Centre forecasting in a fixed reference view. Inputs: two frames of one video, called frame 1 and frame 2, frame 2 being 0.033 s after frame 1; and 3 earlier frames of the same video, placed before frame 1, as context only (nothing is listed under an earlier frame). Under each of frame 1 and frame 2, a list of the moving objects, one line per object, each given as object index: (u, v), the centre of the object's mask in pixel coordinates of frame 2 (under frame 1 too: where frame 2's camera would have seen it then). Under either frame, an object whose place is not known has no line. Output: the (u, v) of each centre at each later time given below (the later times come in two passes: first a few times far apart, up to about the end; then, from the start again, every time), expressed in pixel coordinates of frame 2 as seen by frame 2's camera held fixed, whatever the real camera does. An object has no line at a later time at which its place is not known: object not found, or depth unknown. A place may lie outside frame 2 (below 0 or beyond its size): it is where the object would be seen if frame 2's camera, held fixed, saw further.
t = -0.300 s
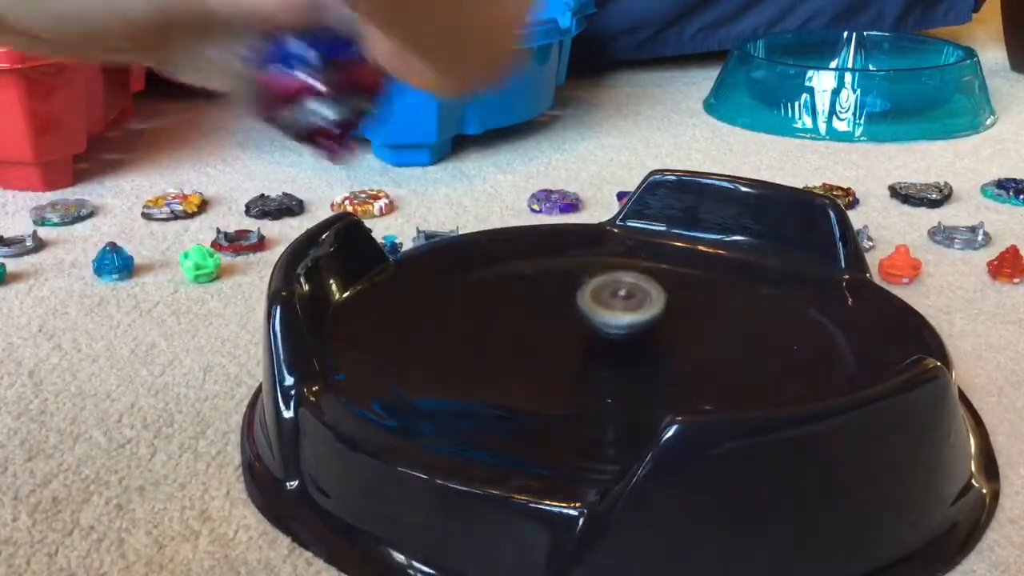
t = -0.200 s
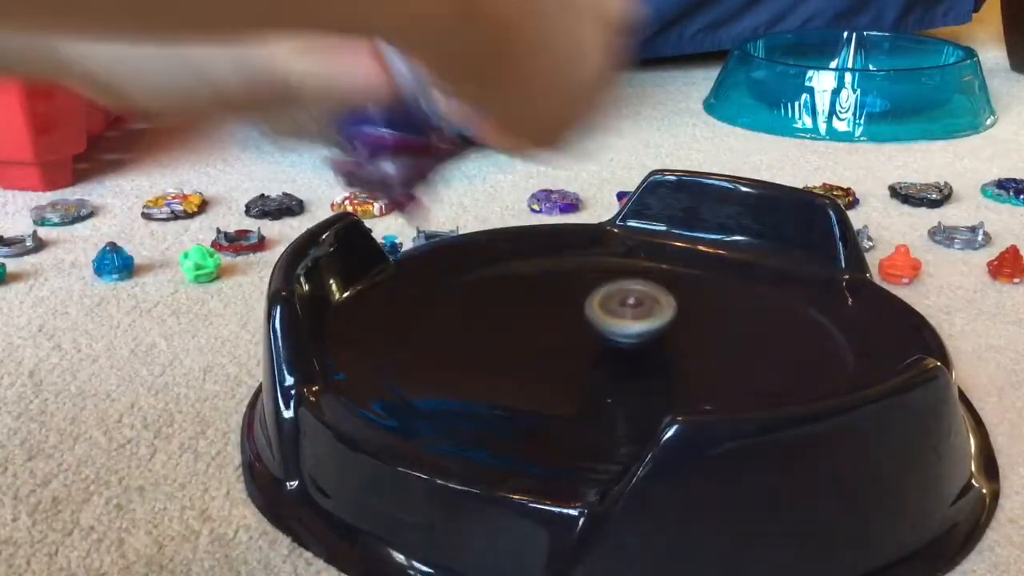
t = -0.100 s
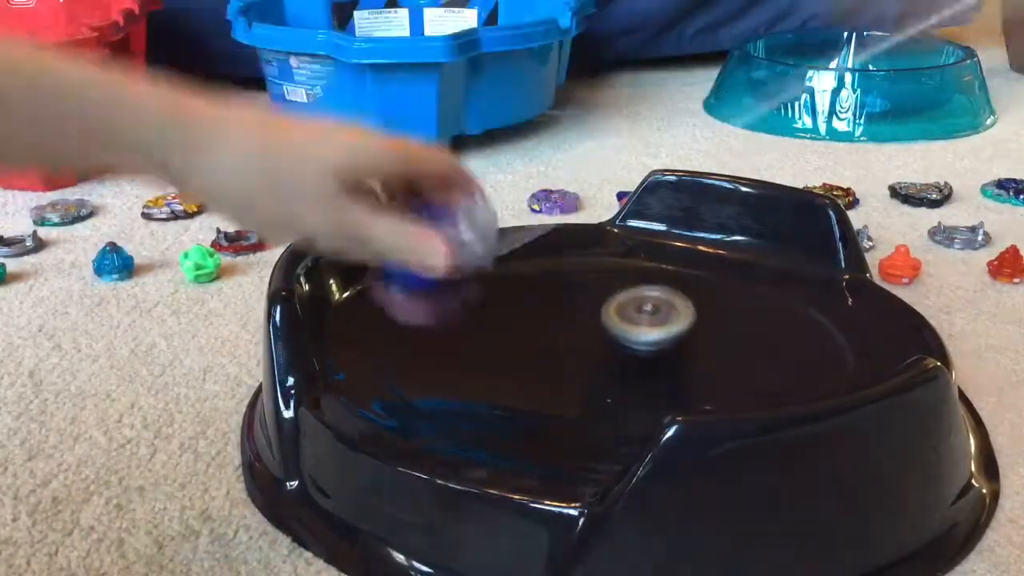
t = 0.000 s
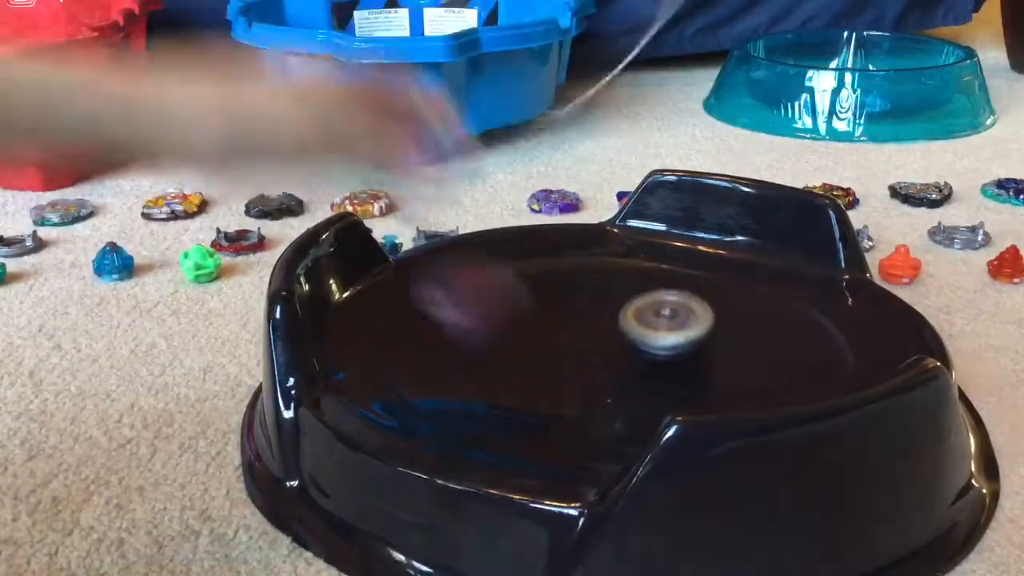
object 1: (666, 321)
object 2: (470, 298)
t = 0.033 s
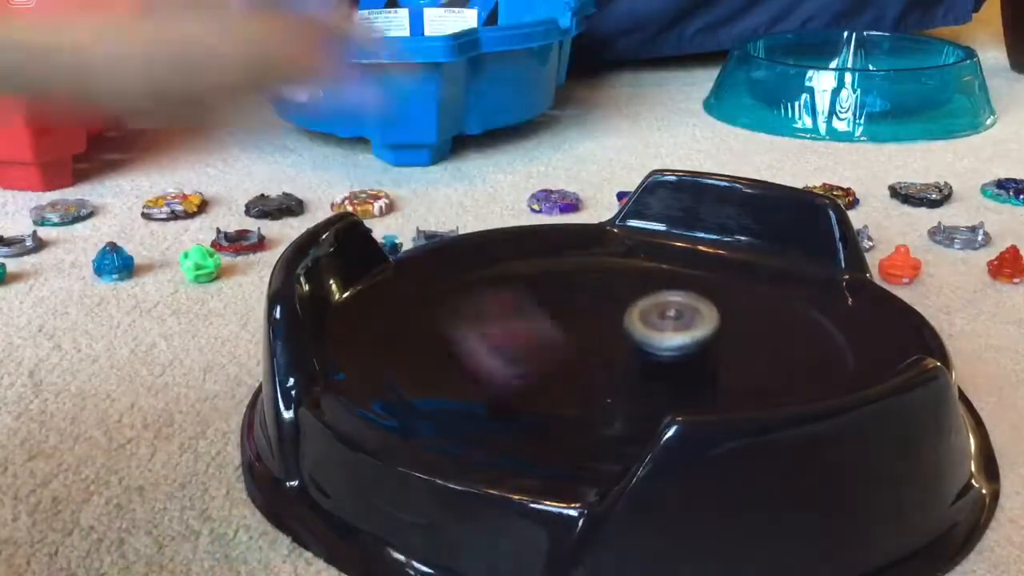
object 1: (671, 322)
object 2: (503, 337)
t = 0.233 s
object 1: (735, 303)
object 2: (641, 346)
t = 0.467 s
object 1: (716, 287)
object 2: (653, 336)
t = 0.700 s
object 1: (646, 304)
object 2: (627, 360)
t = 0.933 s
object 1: (619, 282)
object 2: (594, 388)
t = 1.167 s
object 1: (585, 313)
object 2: (521, 354)
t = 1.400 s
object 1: (648, 326)
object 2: (522, 339)
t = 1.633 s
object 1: (677, 323)
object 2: (577, 345)
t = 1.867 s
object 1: (684, 307)
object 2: (622, 349)
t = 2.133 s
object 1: (677, 284)
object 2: (584, 356)
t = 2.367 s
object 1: (666, 279)
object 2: (557, 360)
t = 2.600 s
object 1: (651, 281)
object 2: (542, 359)
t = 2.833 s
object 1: (647, 311)
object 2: (594, 353)
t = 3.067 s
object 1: (676, 302)
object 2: (646, 373)
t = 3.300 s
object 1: (663, 309)
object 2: (642, 362)
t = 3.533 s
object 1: (656, 314)
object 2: (646, 367)
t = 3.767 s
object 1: (634, 312)
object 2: (653, 364)
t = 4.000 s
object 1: (599, 306)
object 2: (633, 362)
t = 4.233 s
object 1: (587, 309)
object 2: (609, 363)
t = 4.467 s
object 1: (585, 310)
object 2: (636, 368)
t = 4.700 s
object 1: (599, 312)
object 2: (652, 357)
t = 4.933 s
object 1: (617, 306)
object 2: (654, 353)
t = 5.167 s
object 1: (618, 301)
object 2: (660, 355)
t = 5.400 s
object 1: (614, 302)
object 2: (640, 356)
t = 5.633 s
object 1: (614, 302)
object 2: (634, 364)
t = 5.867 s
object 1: (615, 309)
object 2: (639, 361)
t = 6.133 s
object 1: (619, 310)
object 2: (648, 359)
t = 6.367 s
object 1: (620, 305)
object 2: (652, 357)
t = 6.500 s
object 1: (620, 305)
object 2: (644, 356)
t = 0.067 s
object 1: (676, 323)
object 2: (539, 345)
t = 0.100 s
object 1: (680, 324)
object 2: (575, 347)
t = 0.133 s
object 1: (692, 321)
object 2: (601, 348)
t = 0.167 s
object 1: (711, 314)
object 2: (615, 348)
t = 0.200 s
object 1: (726, 308)
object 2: (628, 348)
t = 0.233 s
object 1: (735, 303)
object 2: (641, 346)
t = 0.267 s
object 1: (740, 299)
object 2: (652, 343)
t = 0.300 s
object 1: (742, 294)
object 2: (659, 338)
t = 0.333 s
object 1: (742, 290)
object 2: (662, 334)
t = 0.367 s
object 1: (738, 288)
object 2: (661, 332)
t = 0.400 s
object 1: (733, 286)
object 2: (660, 332)
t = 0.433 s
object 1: (726, 286)
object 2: (657, 333)
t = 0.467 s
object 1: (716, 287)
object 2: (653, 336)
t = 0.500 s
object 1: (704, 289)
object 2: (648, 339)
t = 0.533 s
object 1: (692, 292)
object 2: (642, 342)
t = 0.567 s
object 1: (678, 294)
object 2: (637, 345)
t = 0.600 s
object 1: (666, 297)
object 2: (632, 348)
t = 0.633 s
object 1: (657, 300)
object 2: (628, 352)
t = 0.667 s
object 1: (650, 302)
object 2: (627, 357)
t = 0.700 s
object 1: (646, 304)
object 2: (627, 360)
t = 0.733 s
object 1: (642, 308)
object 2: (627, 362)
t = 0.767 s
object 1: (639, 311)
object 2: (624, 362)
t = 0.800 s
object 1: (635, 306)
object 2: (620, 369)
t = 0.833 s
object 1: (632, 297)
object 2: (616, 377)
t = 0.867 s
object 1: (628, 289)
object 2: (612, 383)
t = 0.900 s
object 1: (625, 284)
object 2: (604, 386)
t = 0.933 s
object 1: (619, 282)
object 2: (594, 388)
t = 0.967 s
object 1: (612, 283)
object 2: (581, 387)
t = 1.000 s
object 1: (605, 287)
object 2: (566, 385)
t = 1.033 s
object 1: (596, 292)
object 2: (551, 380)
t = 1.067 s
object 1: (590, 297)
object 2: (538, 374)
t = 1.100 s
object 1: (586, 303)
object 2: (528, 368)
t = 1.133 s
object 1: (584, 309)
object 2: (522, 361)
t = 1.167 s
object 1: (585, 313)
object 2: (521, 354)
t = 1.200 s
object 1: (590, 318)
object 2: (522, 348)
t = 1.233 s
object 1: (602, 320)
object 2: (517, 345)
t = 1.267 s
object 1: (614, 322)
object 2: (511, 344)
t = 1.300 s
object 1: (626, 323)
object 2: (510, 342)
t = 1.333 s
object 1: (635, 324)
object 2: (511, 341)
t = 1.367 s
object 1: (643, 325)
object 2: (516, 340)
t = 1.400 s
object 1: (648, 326)
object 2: (522, 339)
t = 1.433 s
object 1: (653, 327)
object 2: (530, 338)
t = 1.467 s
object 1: (656, 327)
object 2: (539, 337)
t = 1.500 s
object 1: (657, 327)
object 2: (548, 338)
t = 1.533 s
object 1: (659, 327)
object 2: (558, 339)
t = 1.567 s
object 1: (663, 326)
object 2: (566, 340)
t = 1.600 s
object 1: (671, 324)
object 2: (570, 343)
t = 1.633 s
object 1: (677, 323)
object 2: (577, 345)
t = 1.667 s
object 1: (680, 322)
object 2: (587, 346)
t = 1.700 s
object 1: (682, 319)
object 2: (599, 347)
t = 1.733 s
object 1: (687, 316)
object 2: (605, 348)
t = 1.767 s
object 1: (688, 313)
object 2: (610, 349)
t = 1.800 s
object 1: (688, 311)
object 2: (614, 349)
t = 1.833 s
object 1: (686, 309)
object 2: (619, 349)
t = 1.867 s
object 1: (684, 307)
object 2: (622, 349)
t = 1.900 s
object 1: (692, 300)
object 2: (613, 353)
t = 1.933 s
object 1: (700, 292)
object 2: (601, 357)
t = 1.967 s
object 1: (703, 286)
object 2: (593, 360)
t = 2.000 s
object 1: (703, 282)
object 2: (587, 361)
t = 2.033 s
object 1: (698, 280)
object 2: (584, 361)
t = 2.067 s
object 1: (692, 280)
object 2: (582, 360)
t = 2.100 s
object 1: (685, 281)
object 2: (582, 359)
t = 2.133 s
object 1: (677, 284)
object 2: (584, 356)
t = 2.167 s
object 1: (668, 287)
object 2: (586, 353)
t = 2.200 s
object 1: (661, 291)
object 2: (587, 350)
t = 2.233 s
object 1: (653, 295)
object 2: (590, 347)
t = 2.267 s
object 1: (647, 299)
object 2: (591, 344)
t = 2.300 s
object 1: (646, 299)
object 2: (587, 345)
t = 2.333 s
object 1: (656, 289)
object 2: (571, 354)
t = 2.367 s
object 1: (666, 279)
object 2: (557, 360)
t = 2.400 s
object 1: (673, 273)
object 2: (547, 365)
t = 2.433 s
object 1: (676, 270)
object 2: (542, 368)
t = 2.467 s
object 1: (675, 270)
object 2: (540, 369)
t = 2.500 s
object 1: (671, 271)
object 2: (539, 368)
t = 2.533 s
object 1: (664, 273)
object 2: (540, 366)
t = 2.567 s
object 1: (657, 276)
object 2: (541, 363)
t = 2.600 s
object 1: (651, 281)
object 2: (542, 359)
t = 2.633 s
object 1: (646, 286)
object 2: (545, 356)
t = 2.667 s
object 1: (643, 292)
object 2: (547, 353)
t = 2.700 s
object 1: (641, 297)
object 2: (552, 351)
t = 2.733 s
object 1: (641, 301)
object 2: (559, 350)
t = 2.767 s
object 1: (642, 306)
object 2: (569, 349)
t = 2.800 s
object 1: (644, 308)
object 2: (581, 351)
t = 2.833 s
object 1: (647, 311)
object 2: (594, 353)
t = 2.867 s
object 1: (656, 309)
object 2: (606, 359)
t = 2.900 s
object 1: (666, 307)
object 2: (614, 366)
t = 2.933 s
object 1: (673, 304)
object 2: (621, 369)
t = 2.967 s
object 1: (677, 302)
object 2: (627, 372)
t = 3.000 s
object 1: (678, 302)
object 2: (634, 374)
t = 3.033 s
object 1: (678, 301)
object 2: (640, 374)
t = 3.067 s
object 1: (676, 302)
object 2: (646, 373)
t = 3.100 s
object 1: (674, 302)
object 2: (649, 371)
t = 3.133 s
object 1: (671, 303)
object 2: (651, 369)
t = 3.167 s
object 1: (667, 305)
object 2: (652, 366)
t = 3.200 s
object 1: (665, 307)
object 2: (650, 364)
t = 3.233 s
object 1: (663, 308)
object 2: (648, 362)
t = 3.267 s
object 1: (662, 310)
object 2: (645, 361)
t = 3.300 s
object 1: (663, 309)
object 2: (642, 362)
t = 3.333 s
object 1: (663, 309)
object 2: (641, 363)
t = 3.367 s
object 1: (663, 309)
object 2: (640, 364)
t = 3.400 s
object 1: (662, 310)
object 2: (640, 365)
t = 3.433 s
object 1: (661, 312)
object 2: (642, 365)
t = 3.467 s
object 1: (659, 313)
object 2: (643, 365)
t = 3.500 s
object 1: (658, 314)
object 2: (645, 364)
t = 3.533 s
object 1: (656, 314)
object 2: (646, 367)
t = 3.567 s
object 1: (654, 314)
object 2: (648, 367)
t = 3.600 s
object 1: (652, 314)
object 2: (651, 366)
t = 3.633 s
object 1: (649, 314)
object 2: (654, 366)
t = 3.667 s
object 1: (645, 315)
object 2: (656, 365)
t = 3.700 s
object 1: (641, 313)
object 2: (655, 364)
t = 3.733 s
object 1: (638, 314)
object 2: (653, 363)
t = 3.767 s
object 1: (634, 312)
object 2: (653, 364)
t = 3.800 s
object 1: (630, 311)
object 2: (651, 365)
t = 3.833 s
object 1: (625, 310)
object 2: (649, 366)
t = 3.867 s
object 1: (620, 310)
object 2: (646, 364)
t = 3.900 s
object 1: (615, 310)
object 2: (642, 362)
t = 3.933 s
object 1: (610, 311)
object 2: (638, 360)
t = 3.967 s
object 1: (604, 309)
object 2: (636, 361)
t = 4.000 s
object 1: (599, 306)
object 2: (633, 362)
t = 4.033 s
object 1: (596, 306)
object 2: (630, 362)
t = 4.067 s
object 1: (594, 306)
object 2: (626, 362)
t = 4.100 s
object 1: (593, 307)
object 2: (622, 361)
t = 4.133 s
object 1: (591, 308)
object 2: (617, 360)
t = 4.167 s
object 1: (590, 309)
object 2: (613, 359)
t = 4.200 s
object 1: (589, 310)
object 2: (610, 359)
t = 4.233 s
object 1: (587, 309)
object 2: (609, 363)
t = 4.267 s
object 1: (586, 307)
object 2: (611, 366)
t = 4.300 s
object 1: (585, 306)
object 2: (613, 368)
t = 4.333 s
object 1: (585, 306)
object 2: (617, 370)
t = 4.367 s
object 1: (584, 306)
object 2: (621, 370)
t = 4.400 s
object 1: (584, 307)
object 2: (626, 370)
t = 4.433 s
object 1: (584, 308)
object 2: (631, 369)
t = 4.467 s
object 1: (585, 310)
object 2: (636, 368)
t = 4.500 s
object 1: (586, 311)
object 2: (640, 366)
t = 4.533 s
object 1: (587, 313)
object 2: (643, 363)
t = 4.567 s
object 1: (589, 313)
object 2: (646, 361)
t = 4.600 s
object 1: (591, 314)
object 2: (648, 359)
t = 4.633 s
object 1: (594, 314)
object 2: (649, 357)
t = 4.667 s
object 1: (596, 313)
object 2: (651, 357)
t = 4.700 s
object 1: (599, 312)
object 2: (652, 357)
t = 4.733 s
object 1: (602, 311)
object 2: (652, 357)
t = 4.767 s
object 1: (606, 310)
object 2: (652, 357)
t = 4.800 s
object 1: (609, 309)
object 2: (653, 356)
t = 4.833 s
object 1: (611, 309)
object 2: (653, 355)
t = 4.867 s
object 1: (613, 308)
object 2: (653, 354)
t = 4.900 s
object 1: (615, 307)
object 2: (654, 354)
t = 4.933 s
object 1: (617, 306)
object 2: (654, 353)
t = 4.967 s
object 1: (619, 305)
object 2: (654, 352)
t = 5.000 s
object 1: (619, 304)
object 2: (656, 353)
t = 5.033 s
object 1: (619, 301)
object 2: (659, 355)
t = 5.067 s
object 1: (618, 299)
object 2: (661, 356)
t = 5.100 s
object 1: (619, 299)
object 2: (662, 356)
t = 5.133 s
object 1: (618, 300)
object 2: (662, 356)
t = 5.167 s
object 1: (618, 301)
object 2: (660, 355)
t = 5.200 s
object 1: (617, 303)
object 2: (657, 354)
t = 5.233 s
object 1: (616, 303)
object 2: (654, 352)
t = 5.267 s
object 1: (615, 303)
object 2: (651, 353)
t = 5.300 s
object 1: (614, 301)
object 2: (649, 355)
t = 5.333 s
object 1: (614, 300)
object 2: (647, 356)
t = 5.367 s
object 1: (614, 301)
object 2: (644, 356)
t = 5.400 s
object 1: (614, 302)
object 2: (640, 356)
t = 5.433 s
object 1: (614, 304)
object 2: (636, 355)
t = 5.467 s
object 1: (614, 303)
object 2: (634, 356)
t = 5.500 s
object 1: (614, 301)
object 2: (633, 359)
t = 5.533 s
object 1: (614, 299)
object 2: (633, 362)
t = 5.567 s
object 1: (614, 300)
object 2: (634, 364)
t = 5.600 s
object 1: (614, 301)
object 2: (634, 364)
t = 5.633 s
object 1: (614, 302)
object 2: (634, 364)
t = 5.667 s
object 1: (614, 304)
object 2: (634, 364)
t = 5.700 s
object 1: (613, 306)
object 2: (634, 363)
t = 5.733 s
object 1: (614, 308)
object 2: (635, 362)
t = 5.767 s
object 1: (614, 309)
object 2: (635, 361)
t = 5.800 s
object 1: (614, 311)
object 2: (636, 360)
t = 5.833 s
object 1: (615, 310)
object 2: (636, 360)
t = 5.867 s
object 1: (615, 309)
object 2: (639, 361)
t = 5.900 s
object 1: (615, 308)
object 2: (641, 362)
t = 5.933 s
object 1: (616, 307)
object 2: (641, 362)
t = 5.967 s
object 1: (618, 308)
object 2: (643, 363)
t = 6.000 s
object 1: (619, 308)
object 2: (644, 362)
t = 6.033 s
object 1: (619, 309)
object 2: (645, 361)
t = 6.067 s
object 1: (619, 310)
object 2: (646, 360)
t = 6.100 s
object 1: (619, 311)
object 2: (647, 359)
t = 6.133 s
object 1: (619, 310)
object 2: (648, 359)
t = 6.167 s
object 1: (619, 310)
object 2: (649, 359)
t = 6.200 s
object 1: (619, 309)
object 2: (650, 358)
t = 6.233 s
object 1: (619, 309)
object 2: (651, 358)
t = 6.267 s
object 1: (619, 309)
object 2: (652, 357)
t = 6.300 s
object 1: (619, 308)
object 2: (652, 356)
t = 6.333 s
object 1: (619, 307)
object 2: (653, 357)
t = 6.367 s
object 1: (620, 305)
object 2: (652, 357)
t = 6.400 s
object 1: (621, 305)
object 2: (651, 357)
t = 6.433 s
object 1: (621, 305)
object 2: (649, 357)
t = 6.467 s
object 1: (621, 306)
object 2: (646, 356)
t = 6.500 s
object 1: (620, 305)
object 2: (644, 356)
